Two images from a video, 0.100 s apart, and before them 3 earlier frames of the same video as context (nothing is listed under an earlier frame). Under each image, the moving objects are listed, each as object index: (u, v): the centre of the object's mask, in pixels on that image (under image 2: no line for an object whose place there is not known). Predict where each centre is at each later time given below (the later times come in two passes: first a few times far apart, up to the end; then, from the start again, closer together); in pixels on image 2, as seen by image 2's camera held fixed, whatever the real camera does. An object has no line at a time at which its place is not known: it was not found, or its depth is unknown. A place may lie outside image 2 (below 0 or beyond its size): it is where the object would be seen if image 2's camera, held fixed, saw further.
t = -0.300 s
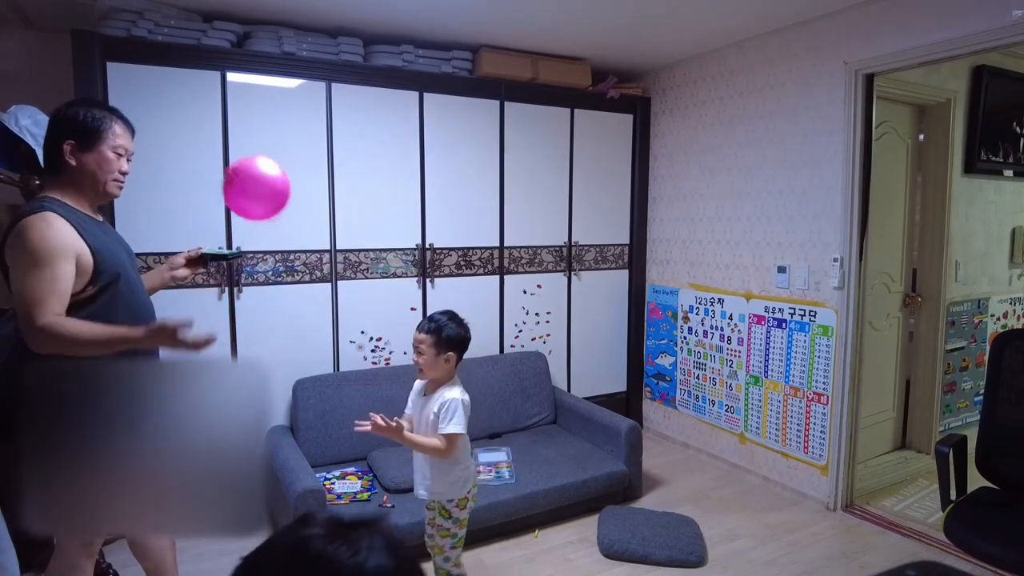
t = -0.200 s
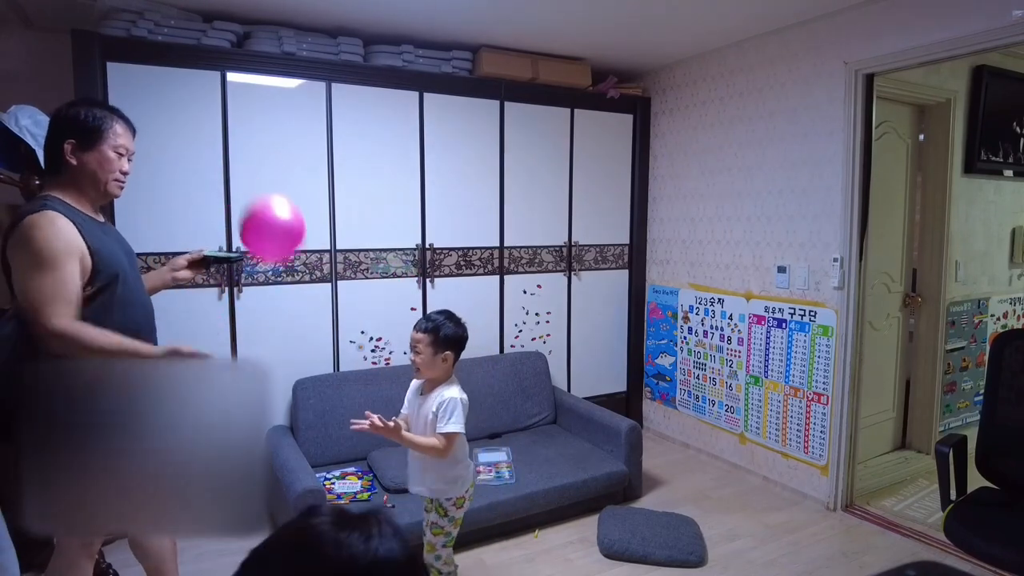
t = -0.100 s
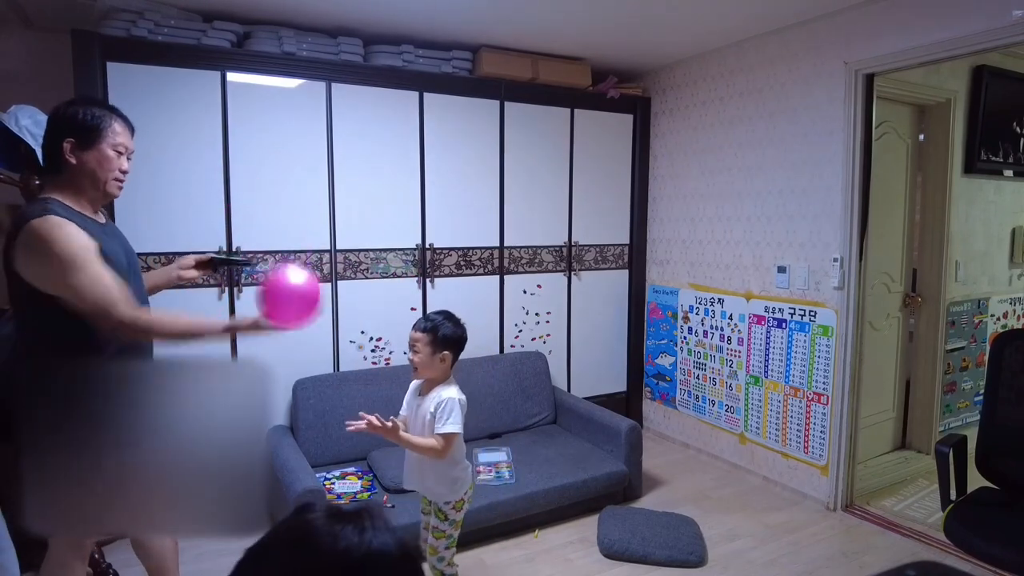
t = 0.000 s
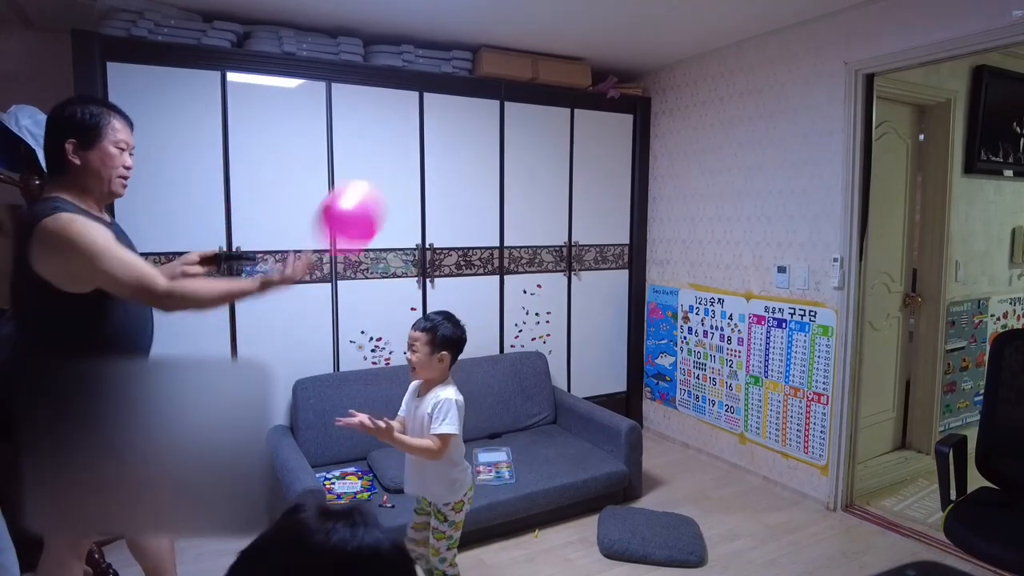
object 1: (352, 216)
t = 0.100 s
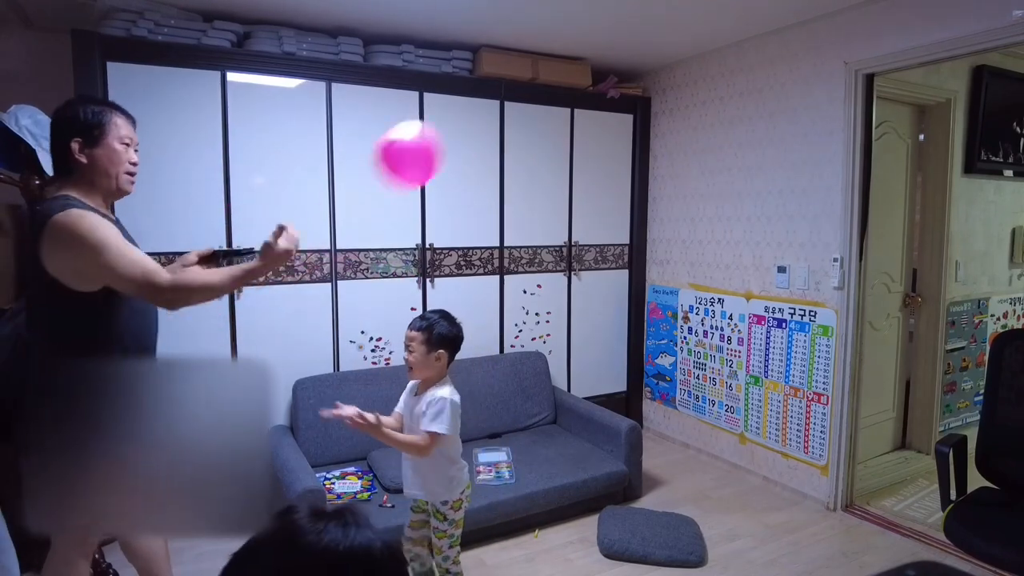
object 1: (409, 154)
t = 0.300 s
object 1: (521, 124)
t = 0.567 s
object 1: (659, 275)
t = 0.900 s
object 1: (790, 564)
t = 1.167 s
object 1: (886, 383)
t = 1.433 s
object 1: (964, 384)
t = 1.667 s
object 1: (1010, 471)
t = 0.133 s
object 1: (428, 141)
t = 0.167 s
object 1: (446, 131)
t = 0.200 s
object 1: (466, 124)
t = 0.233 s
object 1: (483, 120)
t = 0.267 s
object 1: (502, 121)
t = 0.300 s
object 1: (521, 124)
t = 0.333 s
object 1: (538, 131)
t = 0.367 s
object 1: (557, 142)
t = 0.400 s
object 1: (575, 156)
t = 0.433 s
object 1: (593, 174)
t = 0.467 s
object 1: (612, 196)
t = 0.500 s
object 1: (628, 220)
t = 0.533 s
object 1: (645, 247)
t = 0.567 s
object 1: (659, 275)
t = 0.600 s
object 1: (674, 308)
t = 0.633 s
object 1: (690, 347)
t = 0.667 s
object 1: (706, 389)
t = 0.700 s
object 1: (722, 439)
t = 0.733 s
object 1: (734, 478)
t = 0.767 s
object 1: (746, 524)
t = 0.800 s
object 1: (754, 556)
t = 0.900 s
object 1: (790, 564)
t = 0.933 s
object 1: (803, 546)
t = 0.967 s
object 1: (814, 517)
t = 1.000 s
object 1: (827, 487)
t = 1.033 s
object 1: (841, 460)
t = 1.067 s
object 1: (854, 435)
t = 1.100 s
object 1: (864, 415)
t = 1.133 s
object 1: (875, 398)
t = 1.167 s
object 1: (886, 383)
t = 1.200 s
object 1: (896, 372)
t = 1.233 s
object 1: (907, 365)
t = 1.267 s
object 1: (917, 360)
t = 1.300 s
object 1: (927, 358)
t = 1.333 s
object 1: (936, 360)
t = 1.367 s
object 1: (945, 364)
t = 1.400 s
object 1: (954, 373)
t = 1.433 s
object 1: (964, 384)
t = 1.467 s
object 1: (973, 399)
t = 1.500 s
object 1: (982, 418)
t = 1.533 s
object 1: (989, 438)
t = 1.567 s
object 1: (994, 459)
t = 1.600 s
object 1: (998, 486)
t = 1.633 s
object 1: (1003, 488)
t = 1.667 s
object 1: (1010, 471)
